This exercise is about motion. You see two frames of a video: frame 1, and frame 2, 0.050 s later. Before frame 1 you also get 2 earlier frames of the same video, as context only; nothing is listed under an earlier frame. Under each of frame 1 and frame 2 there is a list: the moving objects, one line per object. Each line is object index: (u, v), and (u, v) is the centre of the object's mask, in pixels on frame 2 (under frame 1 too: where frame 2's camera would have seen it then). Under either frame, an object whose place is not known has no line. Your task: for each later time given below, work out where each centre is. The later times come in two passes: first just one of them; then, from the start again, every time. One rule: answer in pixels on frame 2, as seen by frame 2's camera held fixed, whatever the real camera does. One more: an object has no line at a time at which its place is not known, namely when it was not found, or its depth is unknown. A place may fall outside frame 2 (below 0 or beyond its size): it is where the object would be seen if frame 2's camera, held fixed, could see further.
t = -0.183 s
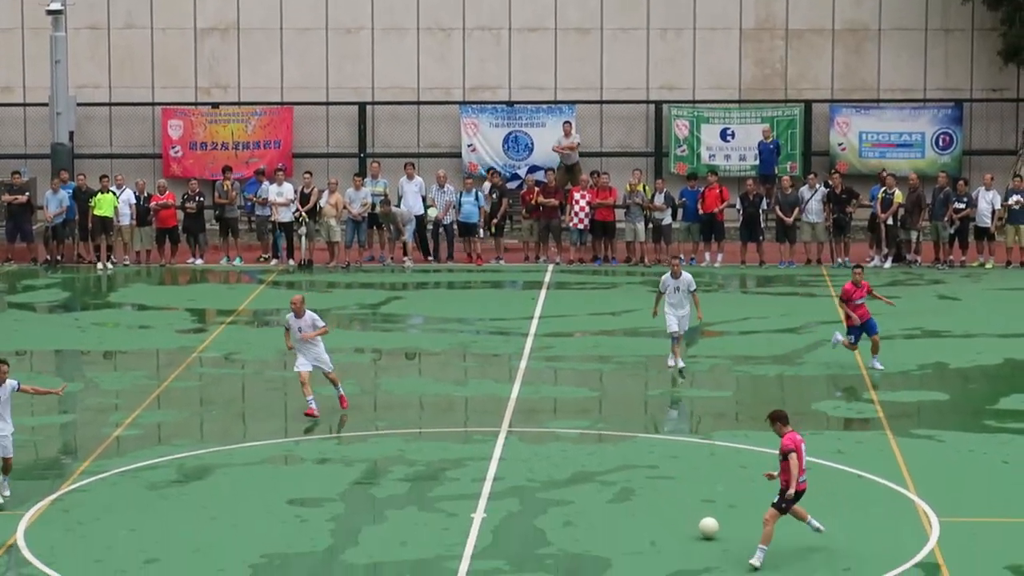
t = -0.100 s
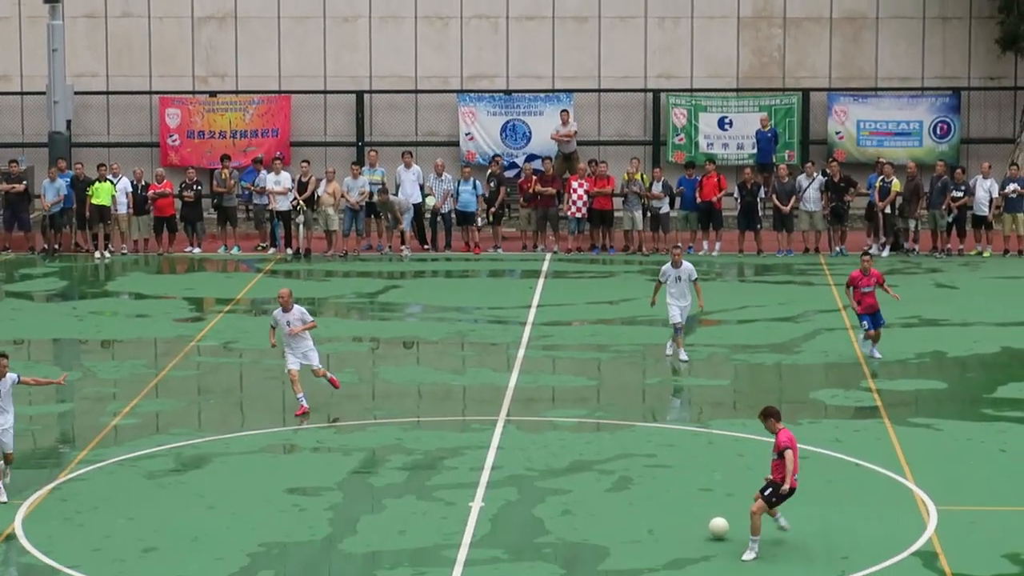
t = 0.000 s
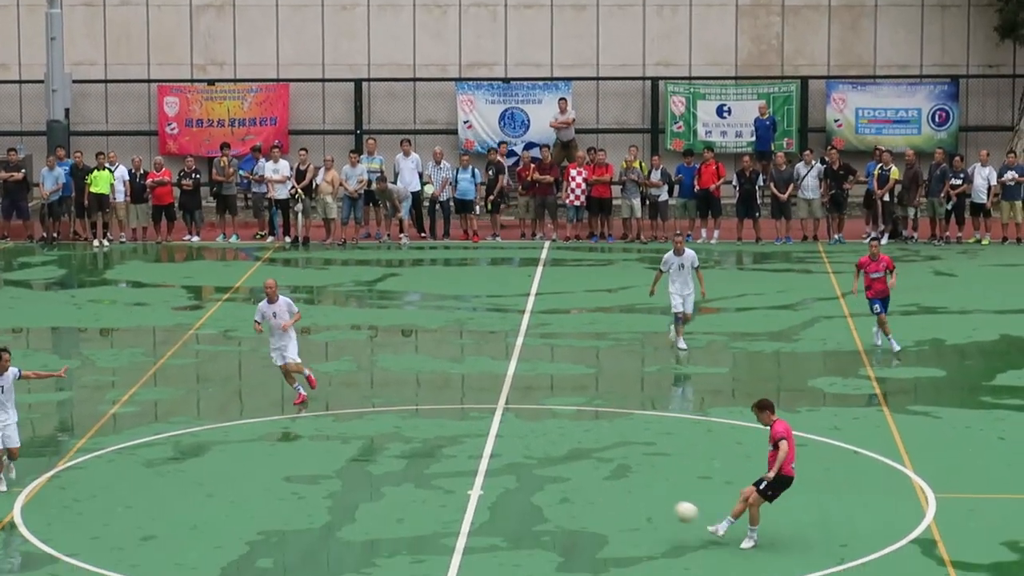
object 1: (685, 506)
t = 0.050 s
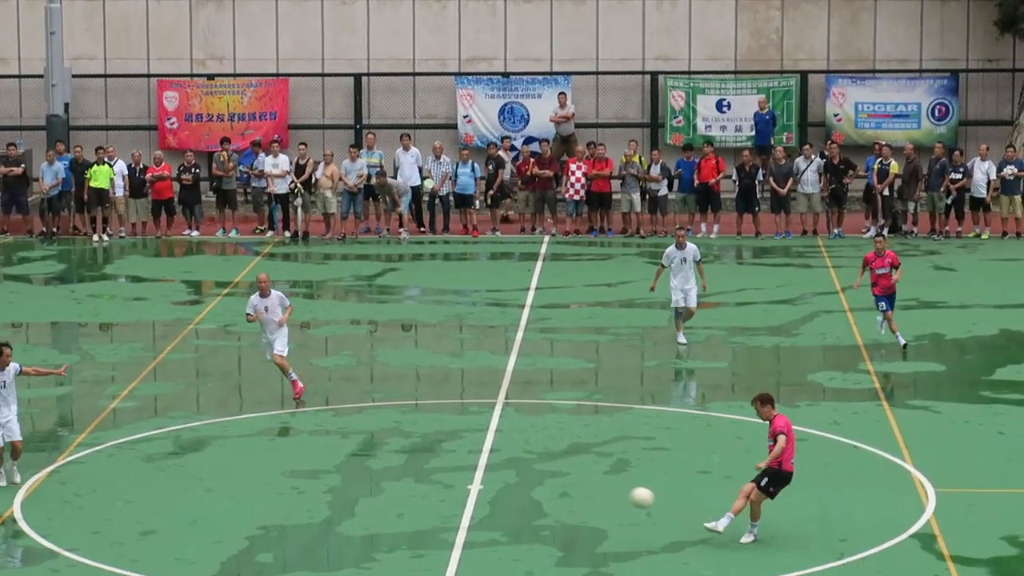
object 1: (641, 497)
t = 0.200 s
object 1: (503, 483)
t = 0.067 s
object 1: (627, 494)
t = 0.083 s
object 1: (611, 492)
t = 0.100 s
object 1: (596, 490)
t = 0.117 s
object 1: (581, 488)
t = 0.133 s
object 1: (566, 486)
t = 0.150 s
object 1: (550, 485)
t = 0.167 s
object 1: (535, 484)
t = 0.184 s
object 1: (519, 484)
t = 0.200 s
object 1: (503, 483)
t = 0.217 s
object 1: (488, 484)
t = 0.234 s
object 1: (470, 484)
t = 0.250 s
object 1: (454, 484)
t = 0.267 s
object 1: (438, 485)
